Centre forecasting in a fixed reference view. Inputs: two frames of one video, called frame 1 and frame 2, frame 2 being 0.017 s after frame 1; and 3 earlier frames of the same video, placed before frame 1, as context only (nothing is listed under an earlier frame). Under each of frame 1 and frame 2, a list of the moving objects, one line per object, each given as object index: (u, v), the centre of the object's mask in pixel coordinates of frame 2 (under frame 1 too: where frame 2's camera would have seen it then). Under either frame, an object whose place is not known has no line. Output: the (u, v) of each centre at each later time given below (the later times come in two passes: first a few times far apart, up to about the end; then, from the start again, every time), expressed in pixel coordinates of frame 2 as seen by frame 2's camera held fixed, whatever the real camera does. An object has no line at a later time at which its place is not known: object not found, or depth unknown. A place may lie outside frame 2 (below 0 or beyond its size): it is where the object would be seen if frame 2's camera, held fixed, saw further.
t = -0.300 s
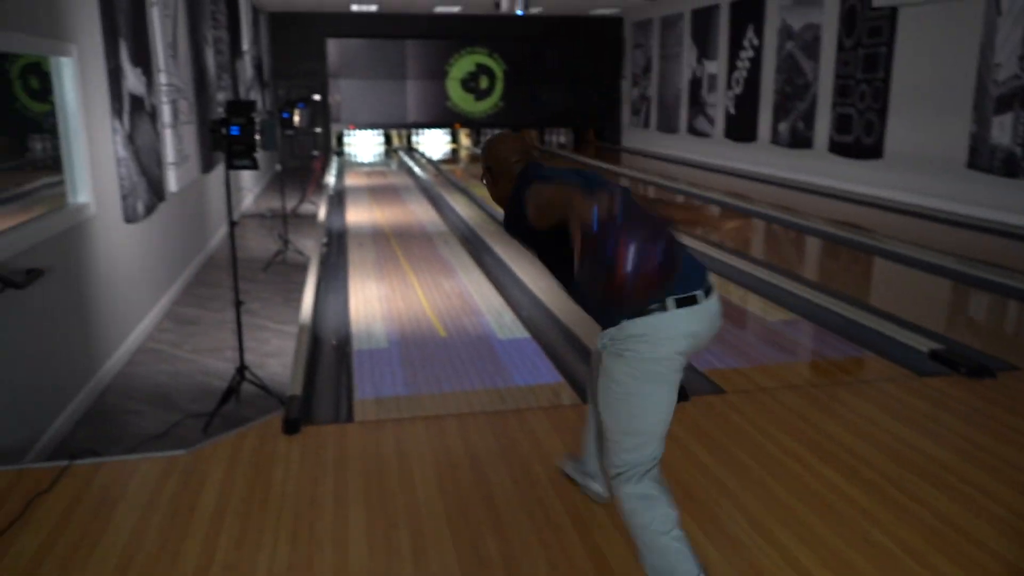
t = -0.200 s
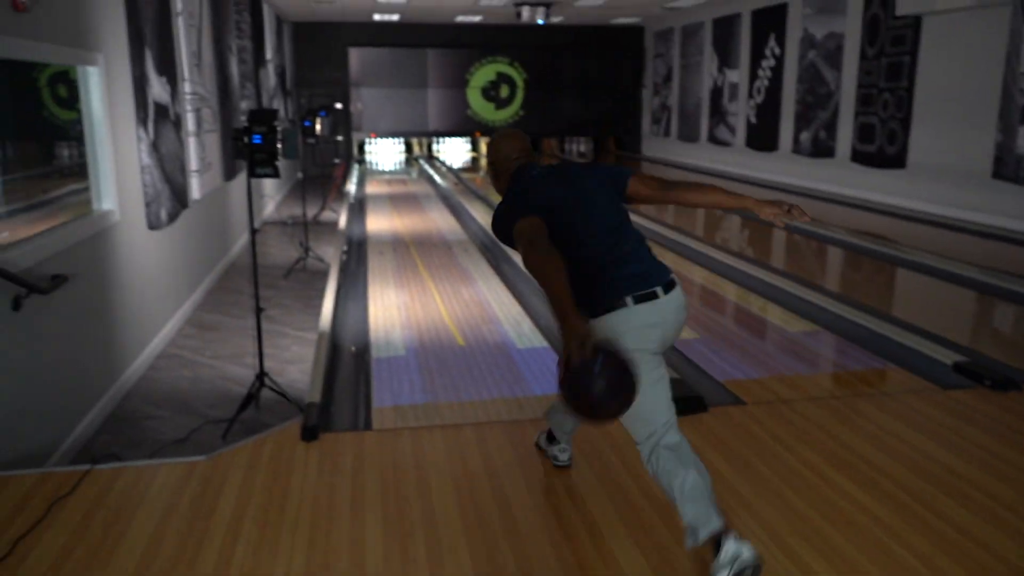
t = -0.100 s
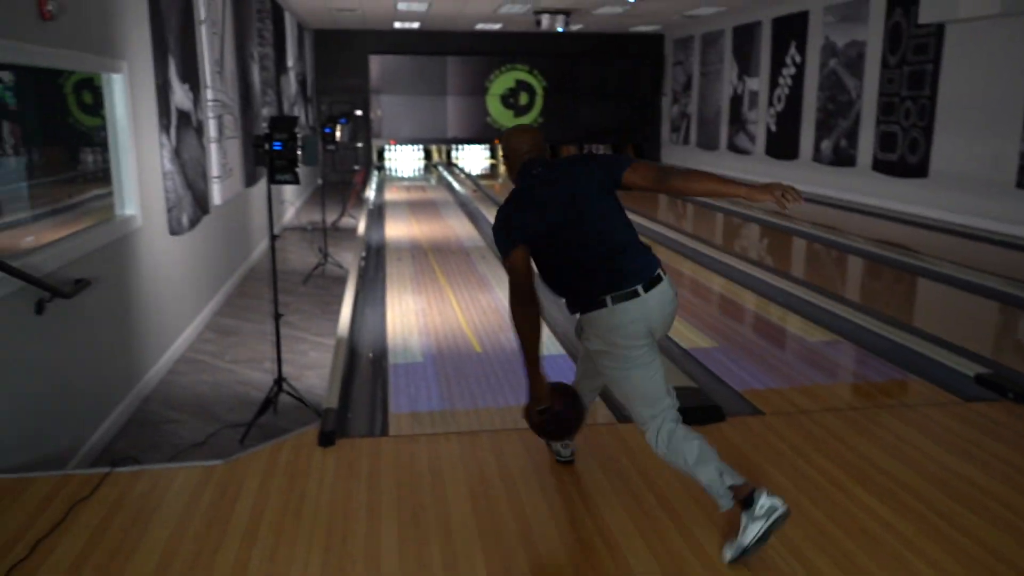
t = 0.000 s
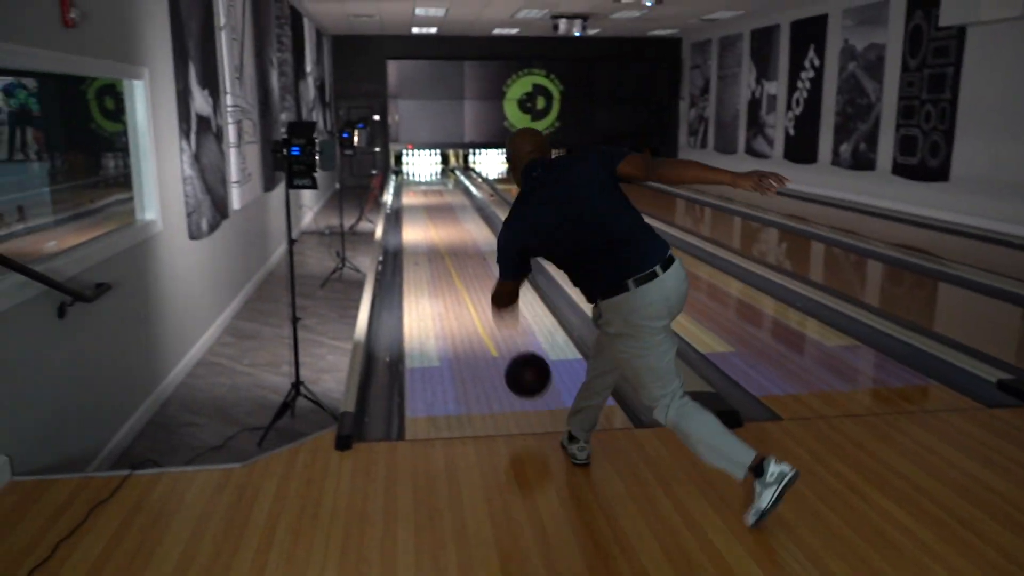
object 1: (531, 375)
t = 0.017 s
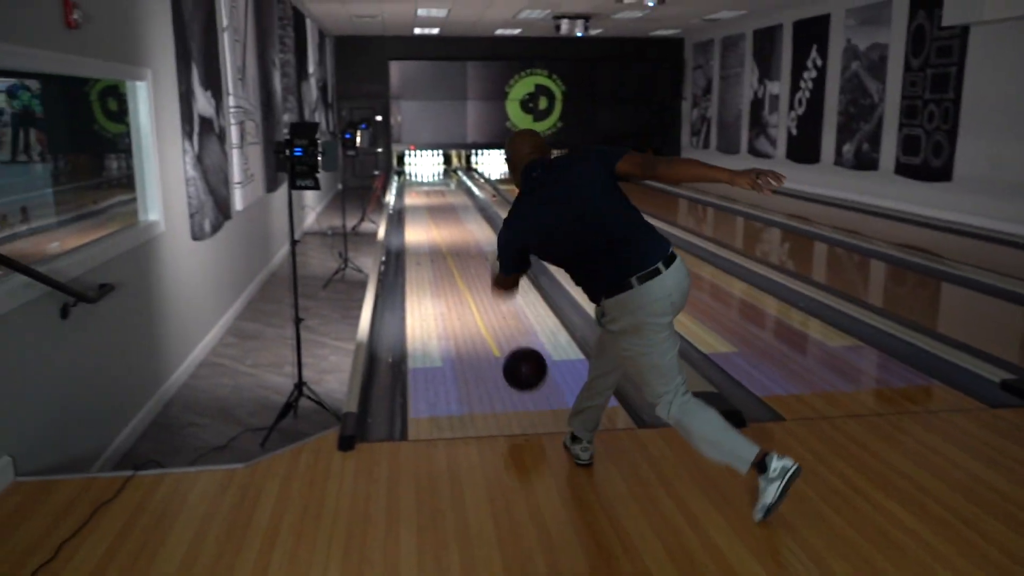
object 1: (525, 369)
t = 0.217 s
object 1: (481, 311)
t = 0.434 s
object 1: (455, 263)
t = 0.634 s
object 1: (441, 236)
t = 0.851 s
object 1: (430, 215)
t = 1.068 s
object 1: (423, 201)
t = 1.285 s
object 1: (419, 190)
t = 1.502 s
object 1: (416, 181)
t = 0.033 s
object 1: (520, 363)
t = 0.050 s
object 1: (515, 358)
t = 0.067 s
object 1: (511, 355)
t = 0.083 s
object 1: (507, 352)
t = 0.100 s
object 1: (503, 350)
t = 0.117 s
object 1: (499, 346)
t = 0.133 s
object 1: (495, 339)
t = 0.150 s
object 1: (492, 332)
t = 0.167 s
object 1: (489, 326)
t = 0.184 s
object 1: (486, 321)
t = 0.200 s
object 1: (483, 316)
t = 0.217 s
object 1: (481, 311)
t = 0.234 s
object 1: (478, 307)
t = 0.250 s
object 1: (476, 302)
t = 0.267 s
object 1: (473, 298)
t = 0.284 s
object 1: (471, 294)
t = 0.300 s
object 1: (469, 290)
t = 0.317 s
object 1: (467, 286)
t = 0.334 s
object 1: (465, 282)
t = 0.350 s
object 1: (463, 279)
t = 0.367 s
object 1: (462, 275)
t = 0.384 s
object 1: (460, 272)
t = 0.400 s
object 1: (458, 269)
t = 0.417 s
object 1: (456, 266)
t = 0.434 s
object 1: (455, 263)
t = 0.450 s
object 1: (454, 260)
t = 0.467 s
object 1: (452, 258)
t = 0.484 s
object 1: (451, 255)
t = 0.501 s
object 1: (443, 251)
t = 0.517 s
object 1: (446, 250)
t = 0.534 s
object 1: (447, 248)
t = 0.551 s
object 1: (446, 246)
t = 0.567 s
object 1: (445, 244)
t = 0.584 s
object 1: (443, 242)
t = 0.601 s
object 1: (442, 240)
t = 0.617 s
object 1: (442, 237)
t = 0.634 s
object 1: (441, 236)
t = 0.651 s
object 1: (440, 234)
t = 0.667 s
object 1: (439, 232)
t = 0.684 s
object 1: (438, 230)
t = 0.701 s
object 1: (437, 228)
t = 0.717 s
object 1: (436, 226)
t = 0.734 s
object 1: (436, 225)
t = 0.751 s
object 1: (435, 224)
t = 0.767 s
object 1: (434, 222)
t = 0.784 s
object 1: (433, 221)
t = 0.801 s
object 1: (432, 219)
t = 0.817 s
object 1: (431, 218)
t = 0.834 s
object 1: (431, 217)
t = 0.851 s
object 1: (430, 215)
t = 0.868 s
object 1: (430, 214)
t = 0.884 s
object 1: (429, 213)
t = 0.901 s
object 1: (428, 212)
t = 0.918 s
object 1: (428, 210)
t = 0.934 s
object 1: (427, 209)
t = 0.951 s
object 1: (427, 208)
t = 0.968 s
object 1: (426, 207)
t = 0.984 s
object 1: (426, 206)
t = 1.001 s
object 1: (425, 205)
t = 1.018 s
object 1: (425, 204)
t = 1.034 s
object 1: (425, 203)
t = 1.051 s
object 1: (424, 202)
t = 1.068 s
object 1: (423, 201)
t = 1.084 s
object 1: (423, 200)
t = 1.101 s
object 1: (423, 199)
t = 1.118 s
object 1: (422, 198)
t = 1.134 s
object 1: (422, 197)
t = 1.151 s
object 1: (421, 196)
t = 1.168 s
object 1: (421, 195)
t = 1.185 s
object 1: (421, 195)
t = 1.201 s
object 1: (420, 194)
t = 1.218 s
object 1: (420, 193)
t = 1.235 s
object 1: (420, 192)
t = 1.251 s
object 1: (420, 192)
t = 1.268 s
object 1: (419, 191)
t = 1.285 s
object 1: (419, 190)
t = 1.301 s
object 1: (419, 189)
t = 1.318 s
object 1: (418, 189)
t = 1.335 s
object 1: (418, 188)
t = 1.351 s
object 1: (418, 187)
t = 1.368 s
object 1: (417, 187)
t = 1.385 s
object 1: (417, 186)
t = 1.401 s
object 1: (417, 185)
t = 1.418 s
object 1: (417, 185)
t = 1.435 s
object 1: (416, 184)
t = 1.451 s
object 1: (416, 184)
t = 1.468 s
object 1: (416, 183)
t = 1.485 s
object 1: (416, 182)
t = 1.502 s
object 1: (416, 181)
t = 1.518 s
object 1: (416, 181)
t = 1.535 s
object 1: (416, 180)
